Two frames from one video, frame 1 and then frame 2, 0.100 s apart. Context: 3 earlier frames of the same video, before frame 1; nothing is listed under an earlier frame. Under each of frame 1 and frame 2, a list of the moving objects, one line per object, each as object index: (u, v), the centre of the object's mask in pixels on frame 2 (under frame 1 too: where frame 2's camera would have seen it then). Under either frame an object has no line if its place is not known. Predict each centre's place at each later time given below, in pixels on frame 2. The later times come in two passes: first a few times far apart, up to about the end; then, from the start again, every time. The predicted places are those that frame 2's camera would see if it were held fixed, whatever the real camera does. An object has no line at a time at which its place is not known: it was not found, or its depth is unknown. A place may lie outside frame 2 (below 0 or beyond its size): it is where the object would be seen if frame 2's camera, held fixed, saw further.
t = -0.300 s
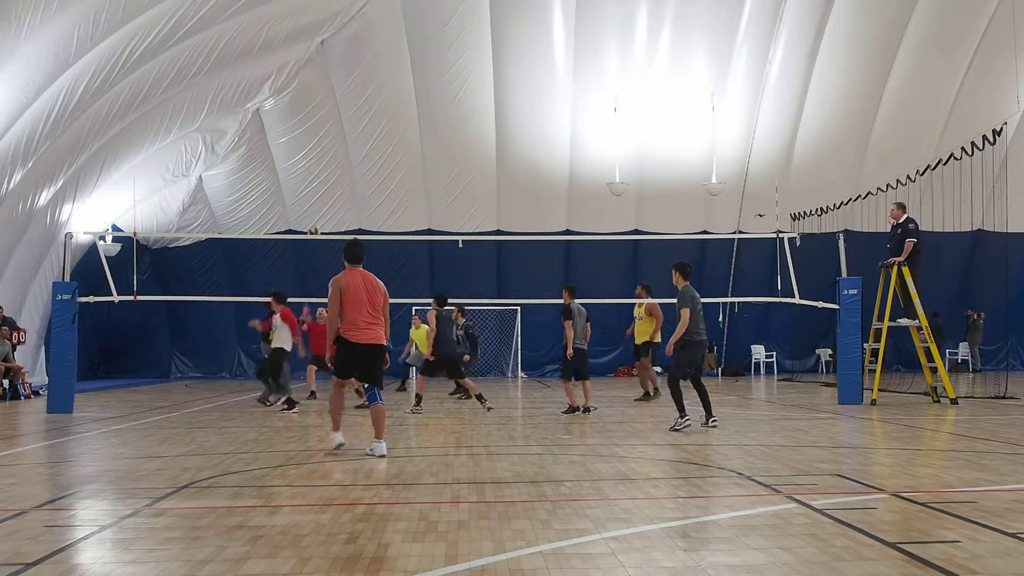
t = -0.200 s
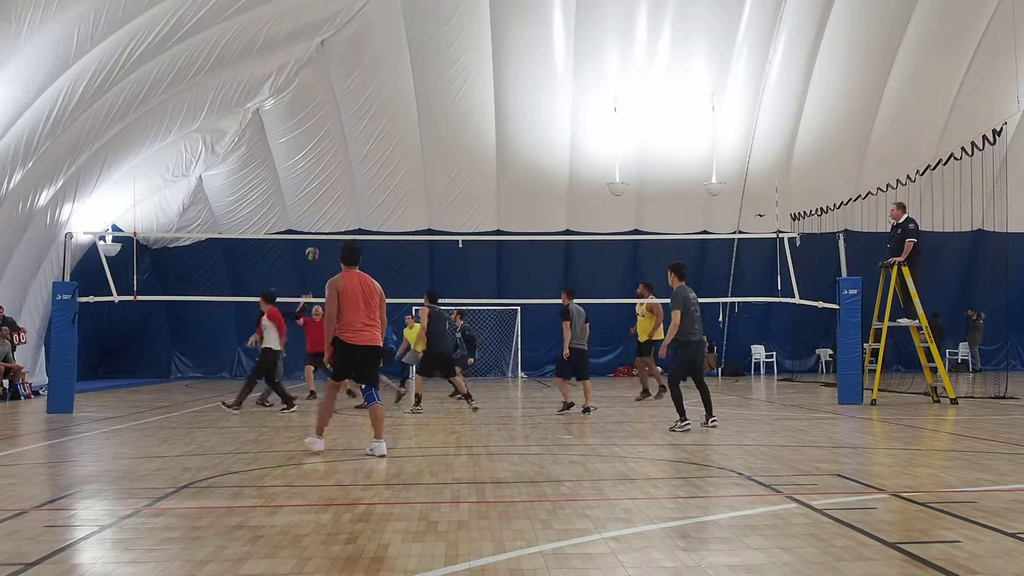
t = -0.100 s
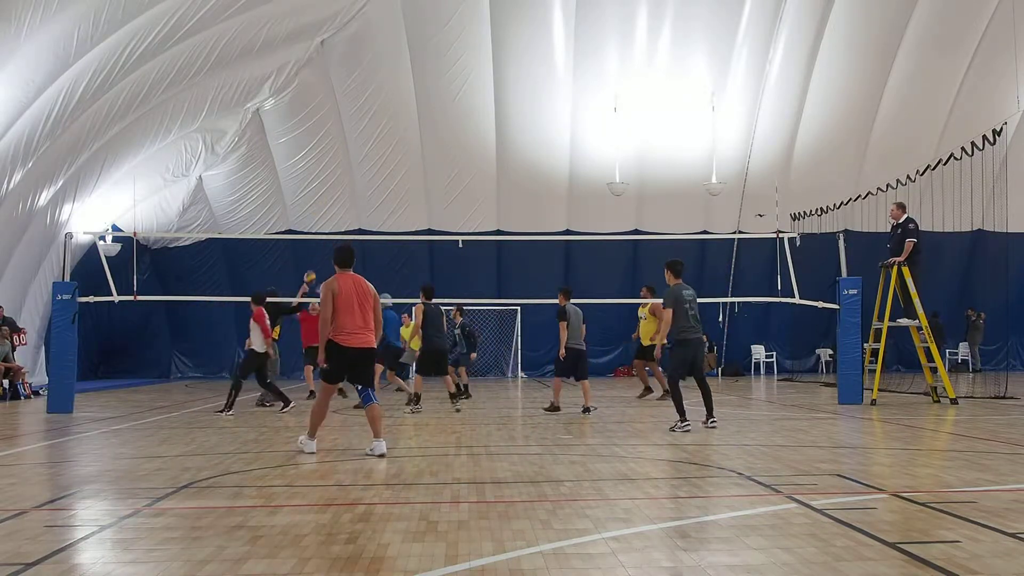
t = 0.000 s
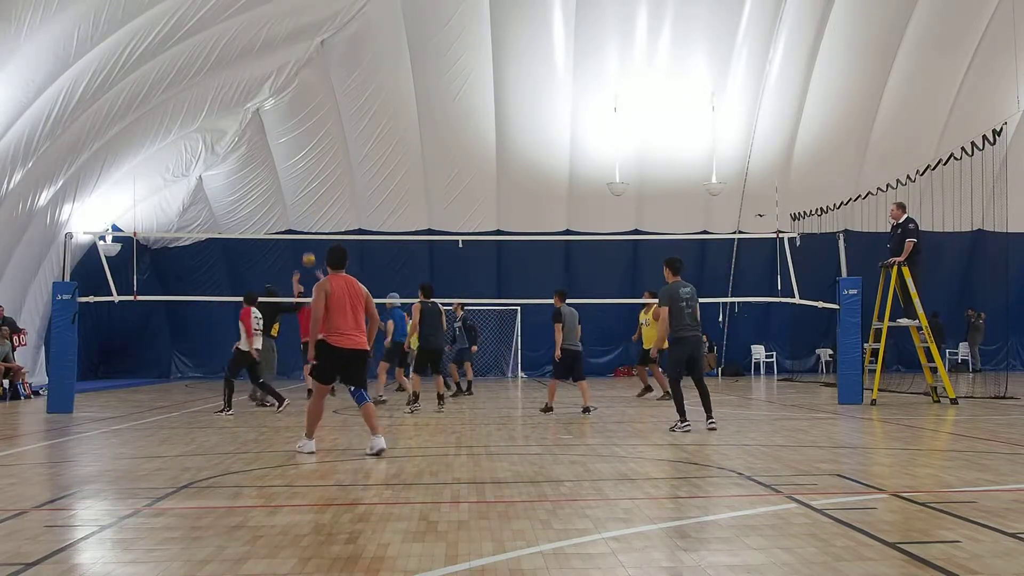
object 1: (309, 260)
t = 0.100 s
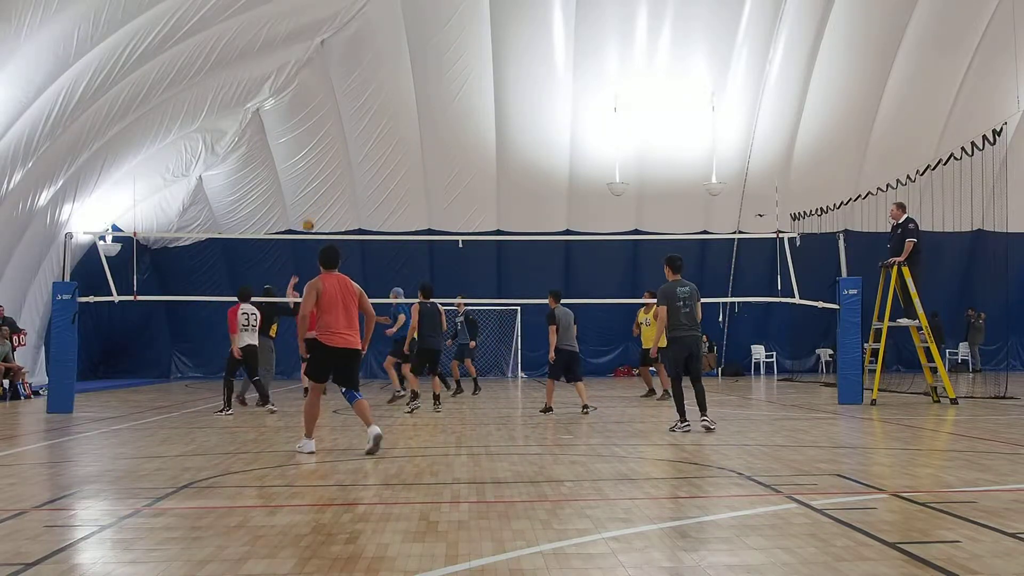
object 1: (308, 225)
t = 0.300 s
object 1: (305, 173)
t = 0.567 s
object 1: (302, 139)
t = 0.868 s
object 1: (298, 150)
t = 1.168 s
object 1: (293, 213)
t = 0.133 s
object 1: (308, 215)
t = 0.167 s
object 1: (307, 204)
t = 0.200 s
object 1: (307, 196)
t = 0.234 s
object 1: (306, 188)
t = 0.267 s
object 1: (306, 180)
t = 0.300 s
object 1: (305, 173)
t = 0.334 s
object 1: (305, 167)
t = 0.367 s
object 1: (305, 160)
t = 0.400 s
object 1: (304, 155)
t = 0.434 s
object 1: (304, 151)
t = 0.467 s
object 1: (303, 147)
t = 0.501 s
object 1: (303, 143)
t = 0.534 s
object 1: (302, 141)
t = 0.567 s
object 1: (302, 139)
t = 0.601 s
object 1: (302, 138)
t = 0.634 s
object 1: (301, 137)
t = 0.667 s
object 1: (301, 137)
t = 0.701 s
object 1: (300, 137)
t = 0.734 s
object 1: (300, 138)
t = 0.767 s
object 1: (300, 139)
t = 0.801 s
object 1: (299, 142)
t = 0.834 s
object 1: (298, 146)
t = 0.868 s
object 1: (298, 150)
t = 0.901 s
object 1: (297, 154)
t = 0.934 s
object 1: (297, 159)
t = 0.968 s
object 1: (296, 165)
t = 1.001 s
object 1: (296, 172)
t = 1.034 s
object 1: (296, 178)
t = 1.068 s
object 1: (295, 186)
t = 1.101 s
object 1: (294, 195)
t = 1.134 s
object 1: (294, 204)
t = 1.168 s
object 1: (293, 213)
